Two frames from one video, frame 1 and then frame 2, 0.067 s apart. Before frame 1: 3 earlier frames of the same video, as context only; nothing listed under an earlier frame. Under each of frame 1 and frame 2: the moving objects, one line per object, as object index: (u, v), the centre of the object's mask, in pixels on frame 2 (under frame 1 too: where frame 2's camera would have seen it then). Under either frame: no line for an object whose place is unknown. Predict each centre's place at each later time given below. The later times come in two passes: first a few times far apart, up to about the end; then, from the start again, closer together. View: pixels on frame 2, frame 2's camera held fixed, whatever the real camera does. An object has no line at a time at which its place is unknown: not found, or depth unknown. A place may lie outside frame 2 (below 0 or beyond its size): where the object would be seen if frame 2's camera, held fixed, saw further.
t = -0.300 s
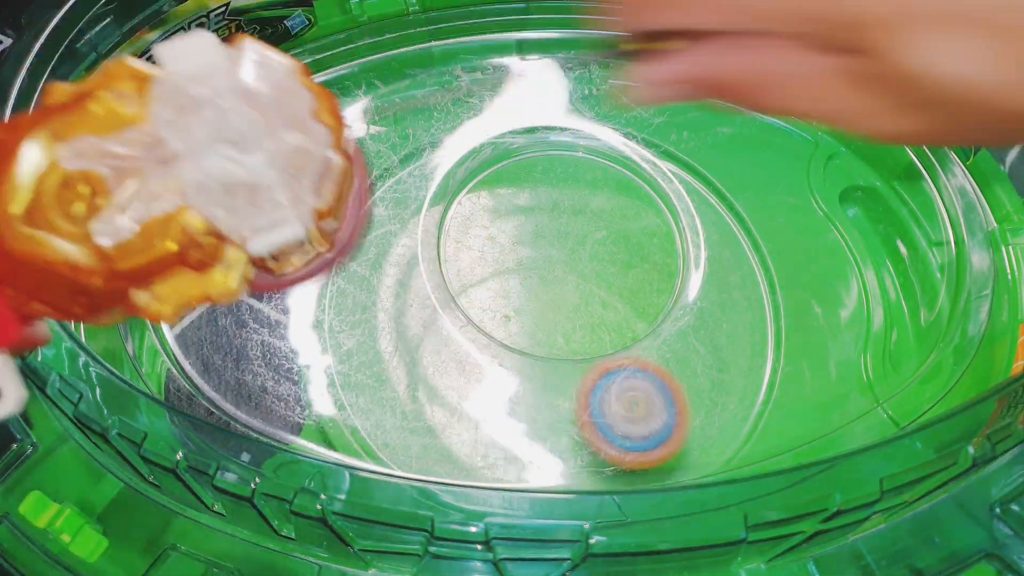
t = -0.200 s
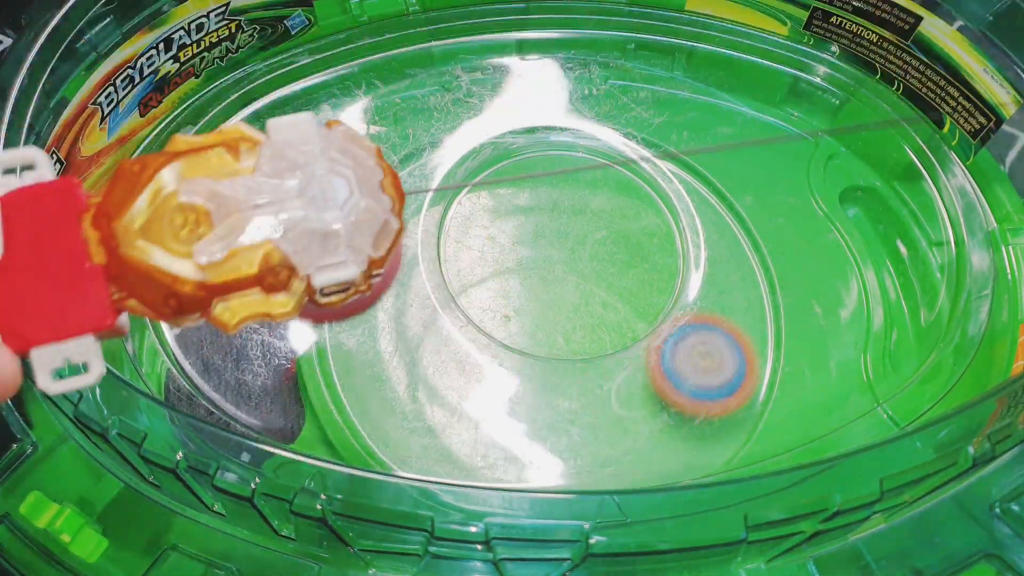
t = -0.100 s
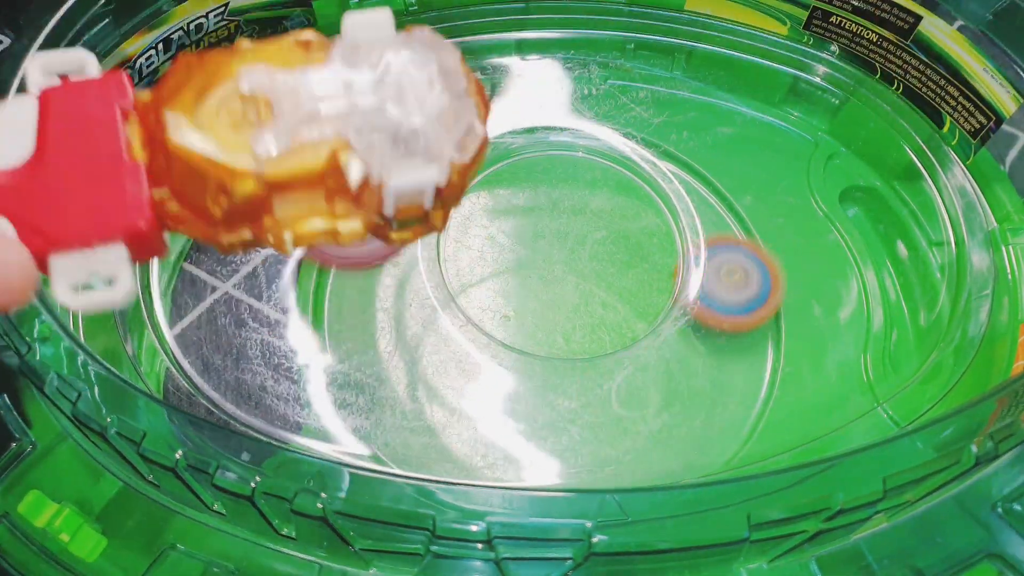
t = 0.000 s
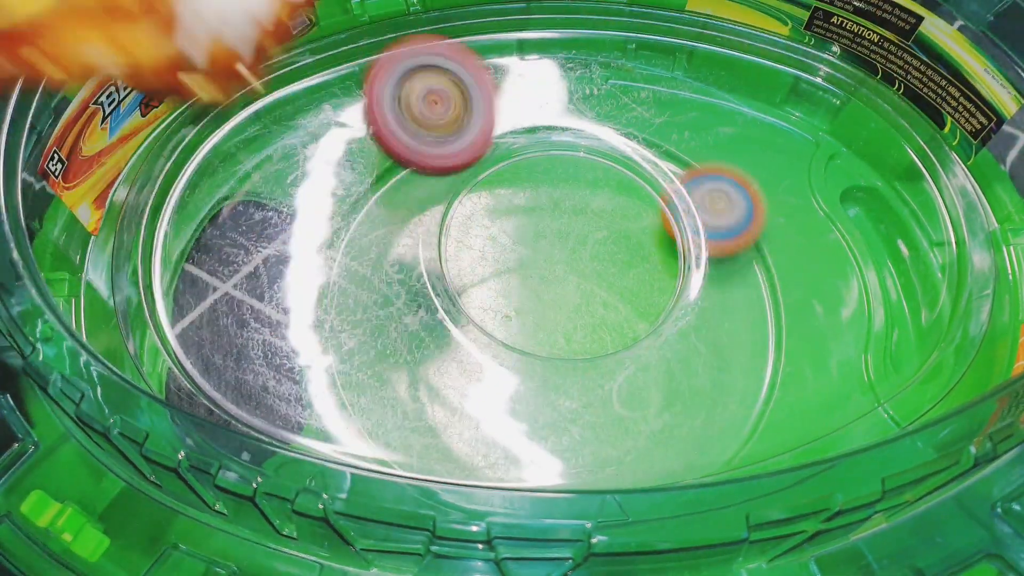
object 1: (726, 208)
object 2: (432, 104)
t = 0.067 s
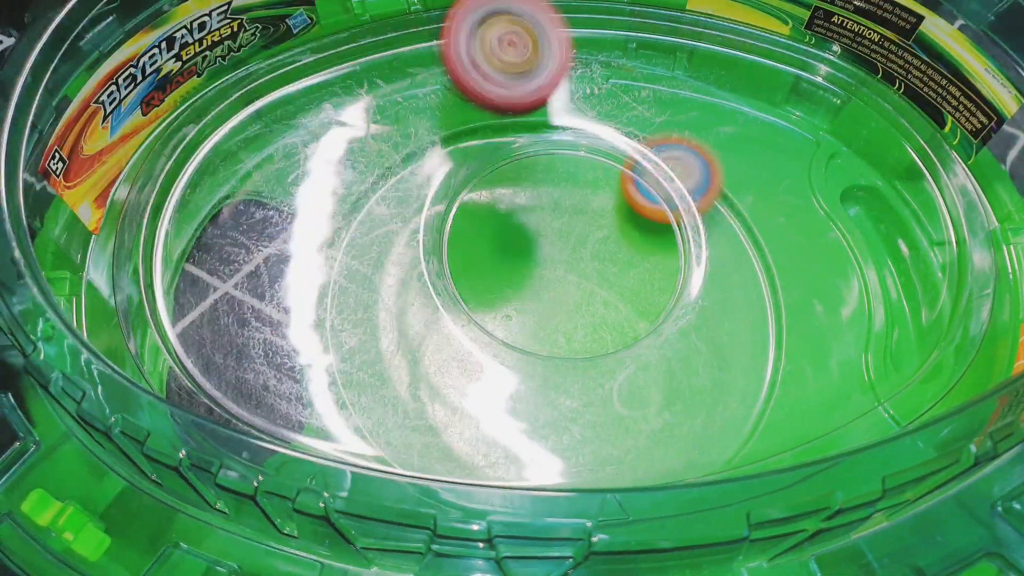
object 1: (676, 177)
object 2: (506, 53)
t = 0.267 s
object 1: (516, 195)
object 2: (729, 27)
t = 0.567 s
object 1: (419, 432)
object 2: (960, 103)
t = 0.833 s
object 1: (689, 352)
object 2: (916, 191)
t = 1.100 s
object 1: (606, 137)
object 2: (802, 132)
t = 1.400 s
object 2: (674, 42)
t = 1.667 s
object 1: (630, 477)
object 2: (502, 208)
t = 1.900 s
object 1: (890, 210)
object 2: (471, 331)
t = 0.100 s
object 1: (646, 172)
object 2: (547, 40)
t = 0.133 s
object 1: (619, 170)
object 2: (588, 28)
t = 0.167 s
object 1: (588, 172)
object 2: (626, 24)
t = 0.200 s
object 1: (565, 171)
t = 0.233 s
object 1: (539, 179)
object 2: (697, 25)
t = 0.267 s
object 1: (516, 195)
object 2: (729, 27)
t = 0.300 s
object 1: (489, 208)
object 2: (763, 30)
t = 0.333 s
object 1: (465, 227)
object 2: (794, 32)
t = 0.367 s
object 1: (439, 252)
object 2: (825, 35)
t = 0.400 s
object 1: (417, 281)
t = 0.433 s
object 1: (401, 313)
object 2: (882, 46)
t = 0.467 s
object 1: (391, 347)
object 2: (907, 55)
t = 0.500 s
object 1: (387, 383)
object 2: (930, 68)
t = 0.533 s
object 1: (400, 411)
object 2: (951, 86)
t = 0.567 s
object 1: (419, 432)
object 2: (960, 103)
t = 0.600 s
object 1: (441, 463)
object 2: (964, 118)
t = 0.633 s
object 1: (472, 472)
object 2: (967, 131)
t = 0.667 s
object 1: (524, 465)
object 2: (969, 143)
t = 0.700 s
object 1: (578, 441)
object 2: (968, 155)
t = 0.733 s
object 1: (608, 434)
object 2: (964, 165)
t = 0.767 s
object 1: (642, 409)
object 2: (952, 178)
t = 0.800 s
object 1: (669, 382)
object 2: (934, 186)
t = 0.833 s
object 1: (689, 352)
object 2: (916, 191)
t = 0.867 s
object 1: (703, 322)
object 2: (900, 190)
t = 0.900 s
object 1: (710, 291)
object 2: (884, 189)
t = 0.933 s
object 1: (716, 255)
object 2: (869, 185)
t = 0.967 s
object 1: (706, 219)
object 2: (855, 179)
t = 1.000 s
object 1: (693, 187)
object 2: (841, 171)
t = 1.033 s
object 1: (668, 166)
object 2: (828, 159)
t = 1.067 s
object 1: (640, 149)
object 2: (814, 147)
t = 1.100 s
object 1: (606, 137)
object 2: (802, 132)
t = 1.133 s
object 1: (573, 136)
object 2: (790, 116)
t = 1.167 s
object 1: (534, 148)
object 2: (778, 101)
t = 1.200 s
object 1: (503, 154)
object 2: (766, 84)
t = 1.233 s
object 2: (753, 69)
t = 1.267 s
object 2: (739, 56)
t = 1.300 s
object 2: (726, 46)
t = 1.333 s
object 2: (710, 40)
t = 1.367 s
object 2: (692, 41)
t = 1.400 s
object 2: (674, 42)
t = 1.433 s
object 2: (655, 45)
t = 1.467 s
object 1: (342, 360)
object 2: (634, 50)
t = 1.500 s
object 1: (373, 396)
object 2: (612, 57)
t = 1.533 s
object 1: (397, 438)
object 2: (590, 71)
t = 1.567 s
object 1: (439, 467)
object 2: (567, 90)
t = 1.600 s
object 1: (490, 484)
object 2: (542, 116)
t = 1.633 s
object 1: (571, 485)
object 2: (517, 160)
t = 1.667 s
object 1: (630, 477)
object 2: (502, 208)
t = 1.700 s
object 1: (692, 461)
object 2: (537, 260)
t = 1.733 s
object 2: (577, 273)
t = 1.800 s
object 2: (578, 213)
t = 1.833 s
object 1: (841, 295)
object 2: (538, 232)
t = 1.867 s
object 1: (870, 256)
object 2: (501, 291)
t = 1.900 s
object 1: (890, 210)
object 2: (471, 331)
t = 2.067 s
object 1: (822, 235)
